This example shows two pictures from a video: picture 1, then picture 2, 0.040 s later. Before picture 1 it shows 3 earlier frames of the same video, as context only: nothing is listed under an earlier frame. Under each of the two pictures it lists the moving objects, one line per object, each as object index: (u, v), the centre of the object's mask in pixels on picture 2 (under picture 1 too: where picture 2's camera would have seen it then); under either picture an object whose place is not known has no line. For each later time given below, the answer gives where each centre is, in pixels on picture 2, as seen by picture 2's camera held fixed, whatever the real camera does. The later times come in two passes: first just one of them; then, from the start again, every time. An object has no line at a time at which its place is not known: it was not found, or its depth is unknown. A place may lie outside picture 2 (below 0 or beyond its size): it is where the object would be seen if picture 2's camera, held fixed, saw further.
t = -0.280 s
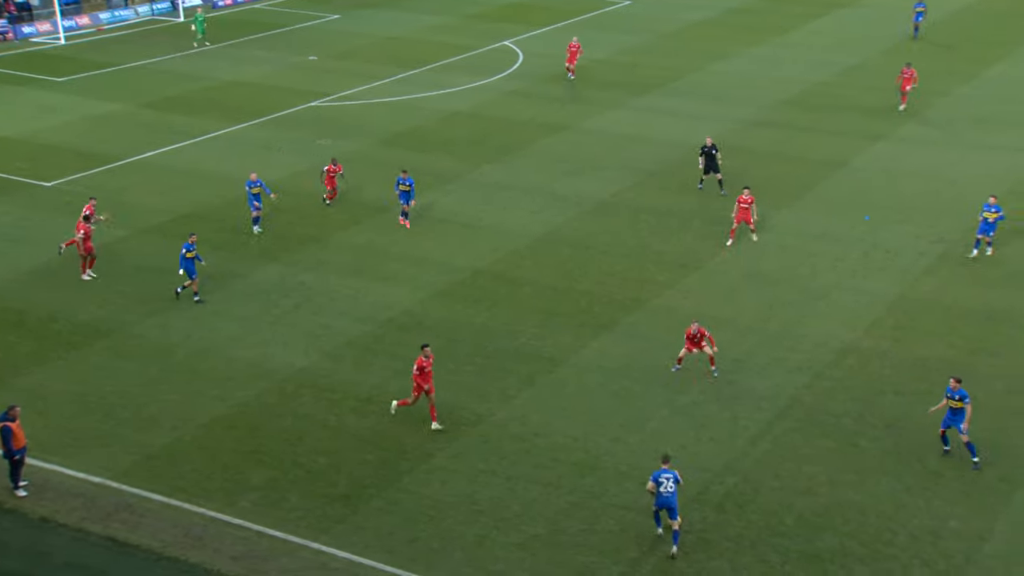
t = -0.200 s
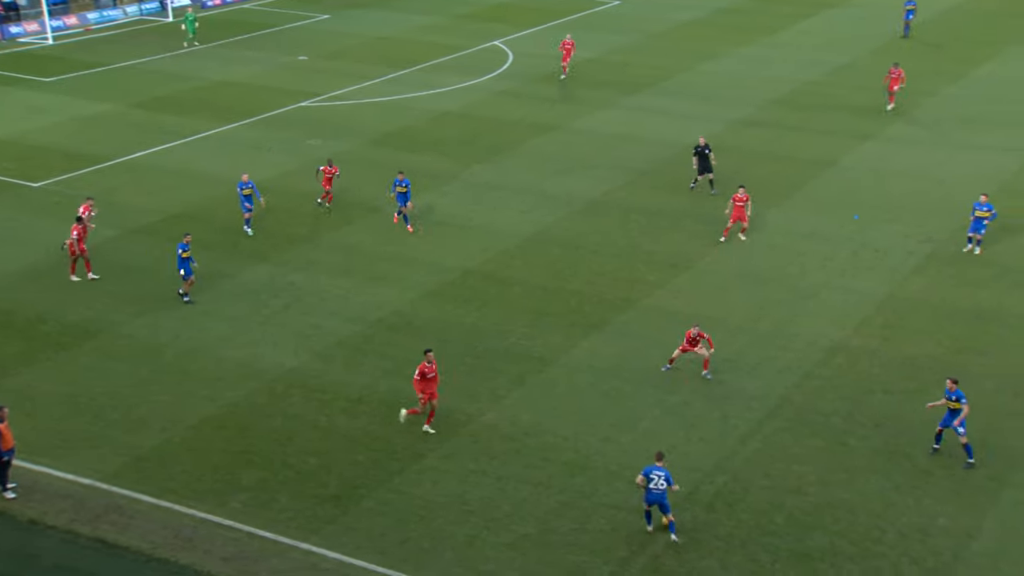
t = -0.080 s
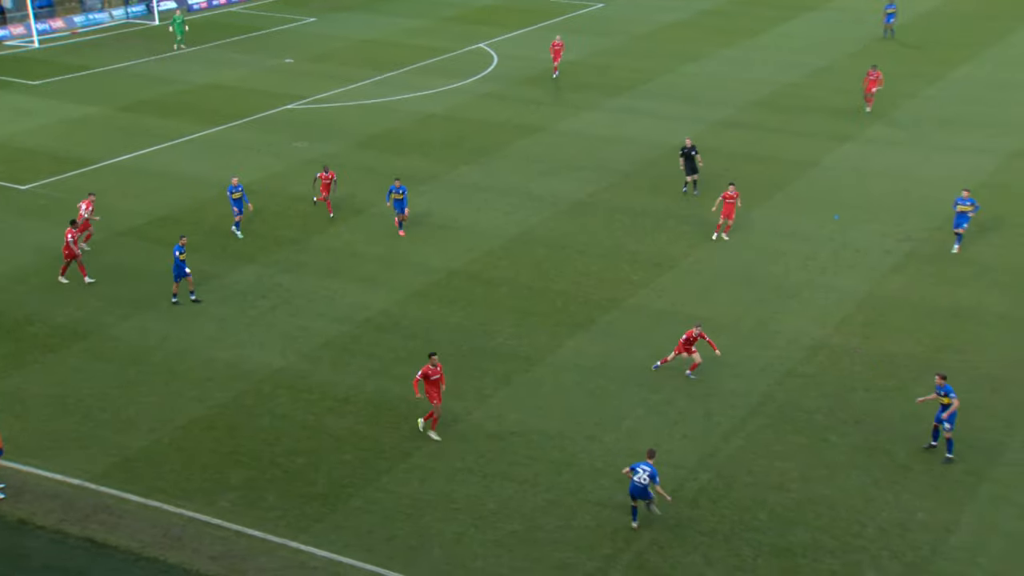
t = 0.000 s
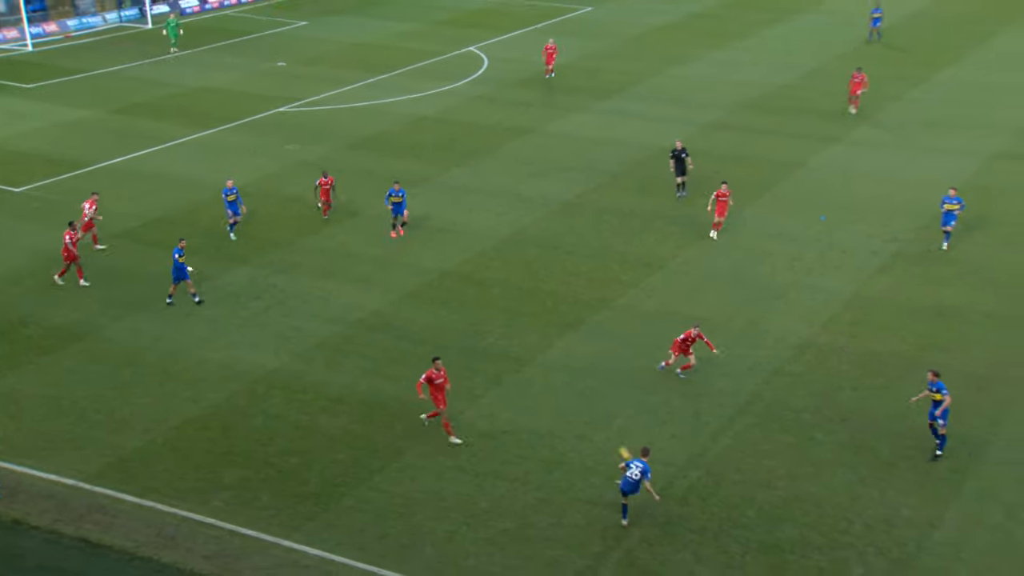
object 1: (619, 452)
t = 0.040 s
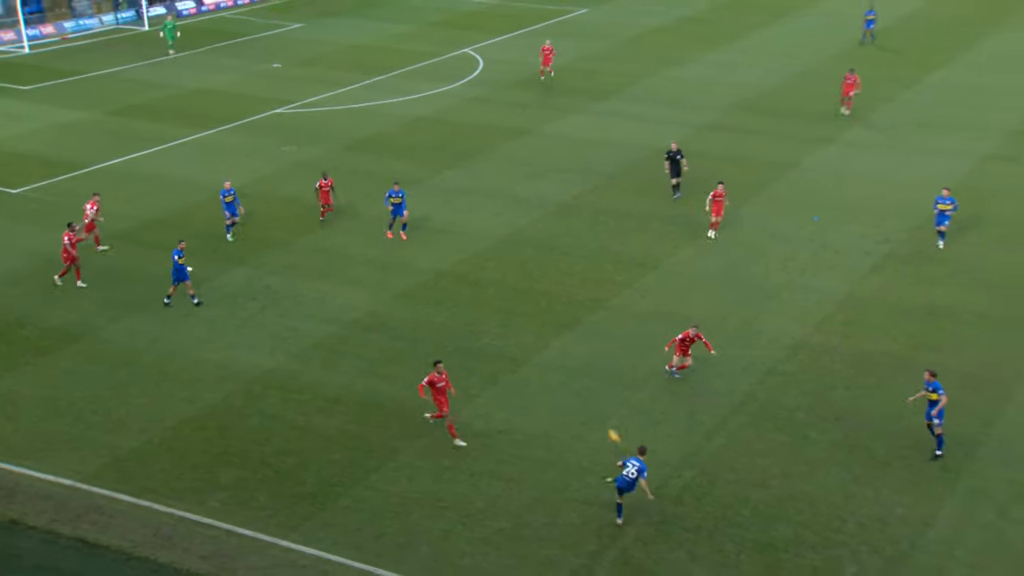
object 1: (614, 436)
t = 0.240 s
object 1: (582, 369)
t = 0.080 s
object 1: (607, 420)
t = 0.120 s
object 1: (601, 404)
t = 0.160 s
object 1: (595, 392)
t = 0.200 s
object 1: (589, 380)
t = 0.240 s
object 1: (582, 369)
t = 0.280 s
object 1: (577, 359)
